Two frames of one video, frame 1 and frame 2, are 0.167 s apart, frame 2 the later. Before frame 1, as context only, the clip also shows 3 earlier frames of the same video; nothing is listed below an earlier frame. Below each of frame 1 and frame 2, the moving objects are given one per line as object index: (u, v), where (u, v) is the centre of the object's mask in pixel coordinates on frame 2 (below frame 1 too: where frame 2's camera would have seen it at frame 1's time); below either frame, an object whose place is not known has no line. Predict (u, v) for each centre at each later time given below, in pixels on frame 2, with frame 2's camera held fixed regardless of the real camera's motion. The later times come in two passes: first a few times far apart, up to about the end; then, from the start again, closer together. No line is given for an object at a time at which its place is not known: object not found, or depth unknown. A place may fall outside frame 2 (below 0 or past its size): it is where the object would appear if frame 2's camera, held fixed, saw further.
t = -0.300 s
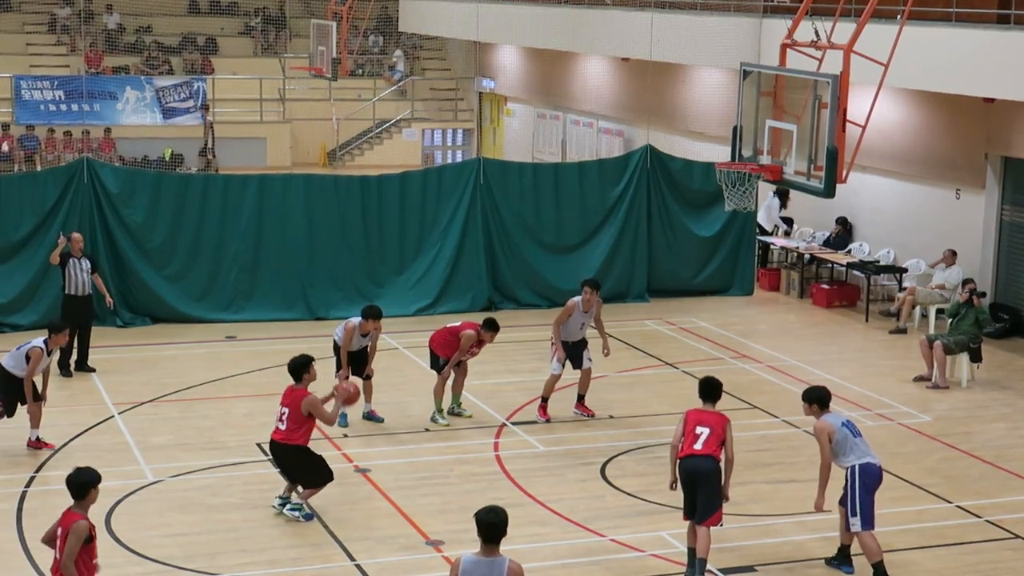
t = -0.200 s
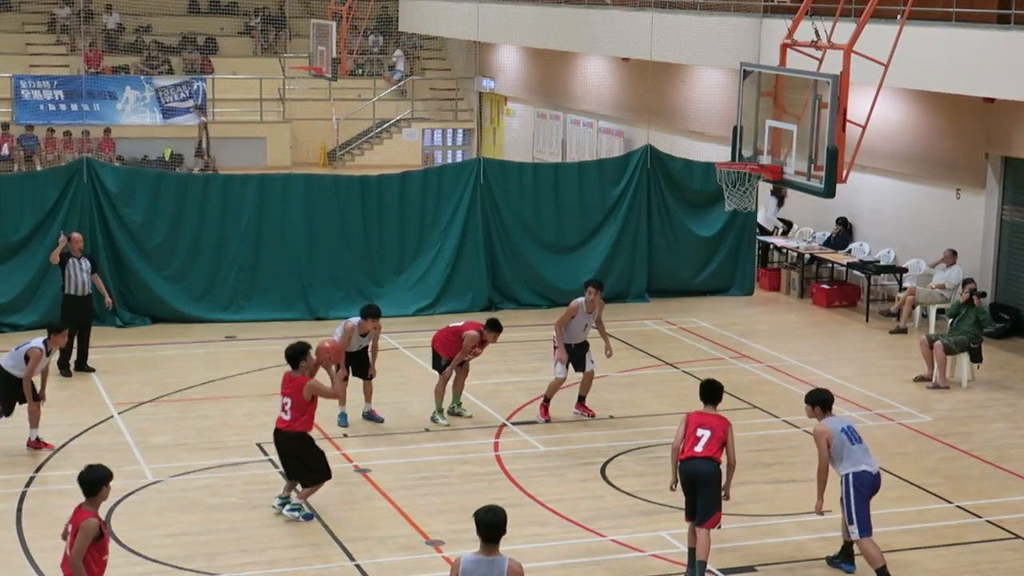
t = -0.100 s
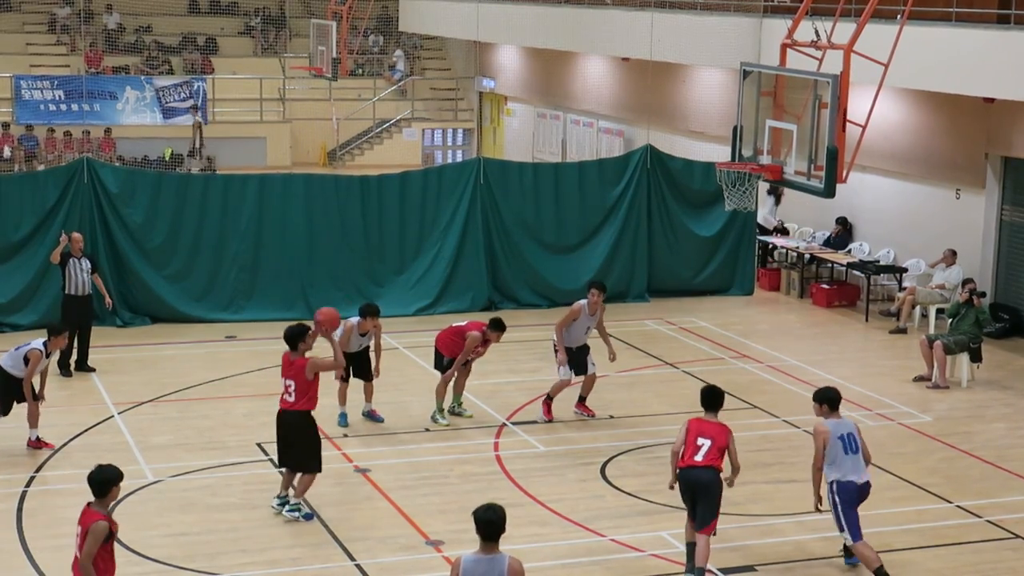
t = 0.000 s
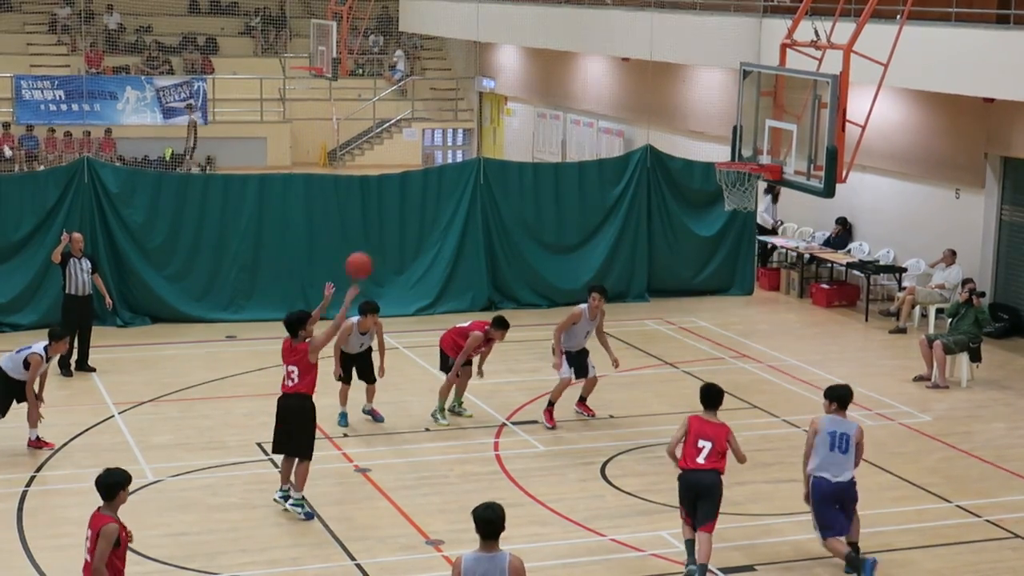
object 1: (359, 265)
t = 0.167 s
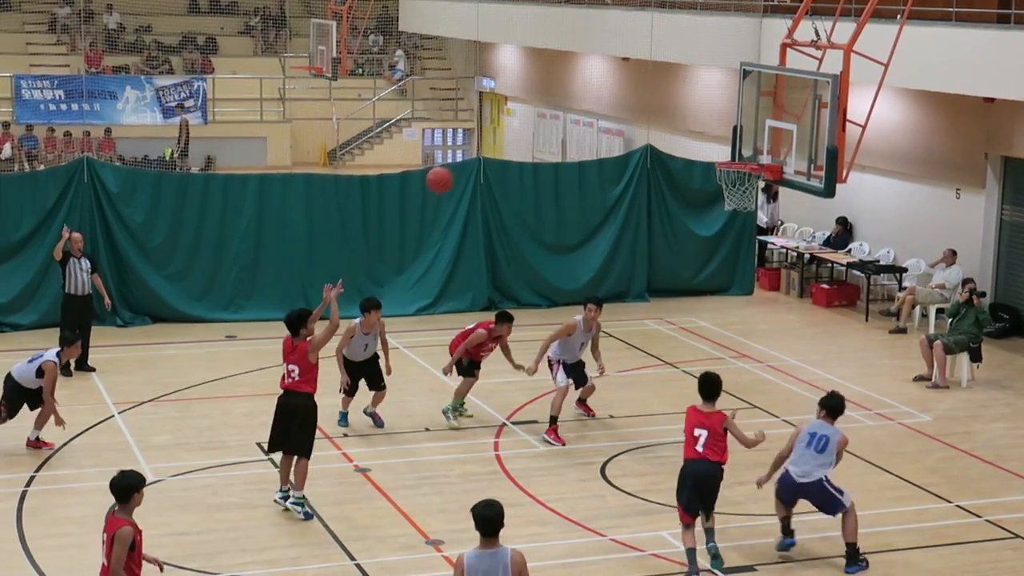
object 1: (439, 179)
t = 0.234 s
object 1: (472, 154)
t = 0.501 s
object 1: (592, 101)
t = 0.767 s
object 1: (705, 122)
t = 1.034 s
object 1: (746, 117)
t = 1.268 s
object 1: (734, 97)
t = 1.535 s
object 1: (715, 147)
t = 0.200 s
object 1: (455, 167)
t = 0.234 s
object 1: (472, 154)
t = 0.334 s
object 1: (517, 125)
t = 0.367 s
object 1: (533, 118)
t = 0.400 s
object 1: (548, 113)
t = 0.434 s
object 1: (563, 107)
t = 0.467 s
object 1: (578, 104)
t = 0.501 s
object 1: (592, 101)
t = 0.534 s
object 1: (607, 100)
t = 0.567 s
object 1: (621, 99)
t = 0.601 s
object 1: (636, 101)
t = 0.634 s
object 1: (650, 103)
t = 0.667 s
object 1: (664, 106)
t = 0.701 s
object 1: (678, 111)
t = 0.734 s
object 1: (691, 116)
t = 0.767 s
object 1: (705, 122)
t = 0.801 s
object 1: (718, 130)
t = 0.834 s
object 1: (731, 139)
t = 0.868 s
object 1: (744, 149)
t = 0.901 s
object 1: (752, 153)
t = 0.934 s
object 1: (751, 142)
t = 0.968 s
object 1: (749, 133)
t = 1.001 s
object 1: (748, 124)
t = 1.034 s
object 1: (746, 117)
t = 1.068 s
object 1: (745, 110)
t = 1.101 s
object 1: (743, 106)
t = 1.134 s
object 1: (741, 101)
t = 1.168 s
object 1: (740, 99)
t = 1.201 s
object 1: (738, 97)
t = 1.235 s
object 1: (736, 96)
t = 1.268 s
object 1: (734, 97)
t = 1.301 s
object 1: (732, 99)
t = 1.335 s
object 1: (729, 102)
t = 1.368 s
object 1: (727, 106)
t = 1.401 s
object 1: (725, 112)
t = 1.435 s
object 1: (723, 119)
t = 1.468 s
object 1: (720, 127)
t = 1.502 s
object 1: (717, 136)
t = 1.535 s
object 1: (715, 147)
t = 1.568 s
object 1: (712, 159)
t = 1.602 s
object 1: (709, 173)
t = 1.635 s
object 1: (707, 188)
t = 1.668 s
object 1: (704, 203)
